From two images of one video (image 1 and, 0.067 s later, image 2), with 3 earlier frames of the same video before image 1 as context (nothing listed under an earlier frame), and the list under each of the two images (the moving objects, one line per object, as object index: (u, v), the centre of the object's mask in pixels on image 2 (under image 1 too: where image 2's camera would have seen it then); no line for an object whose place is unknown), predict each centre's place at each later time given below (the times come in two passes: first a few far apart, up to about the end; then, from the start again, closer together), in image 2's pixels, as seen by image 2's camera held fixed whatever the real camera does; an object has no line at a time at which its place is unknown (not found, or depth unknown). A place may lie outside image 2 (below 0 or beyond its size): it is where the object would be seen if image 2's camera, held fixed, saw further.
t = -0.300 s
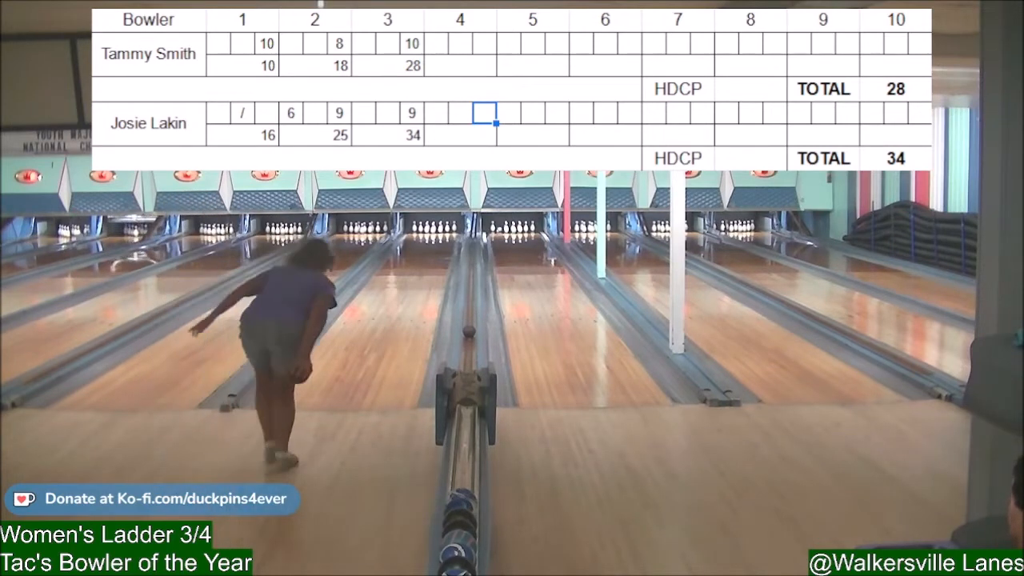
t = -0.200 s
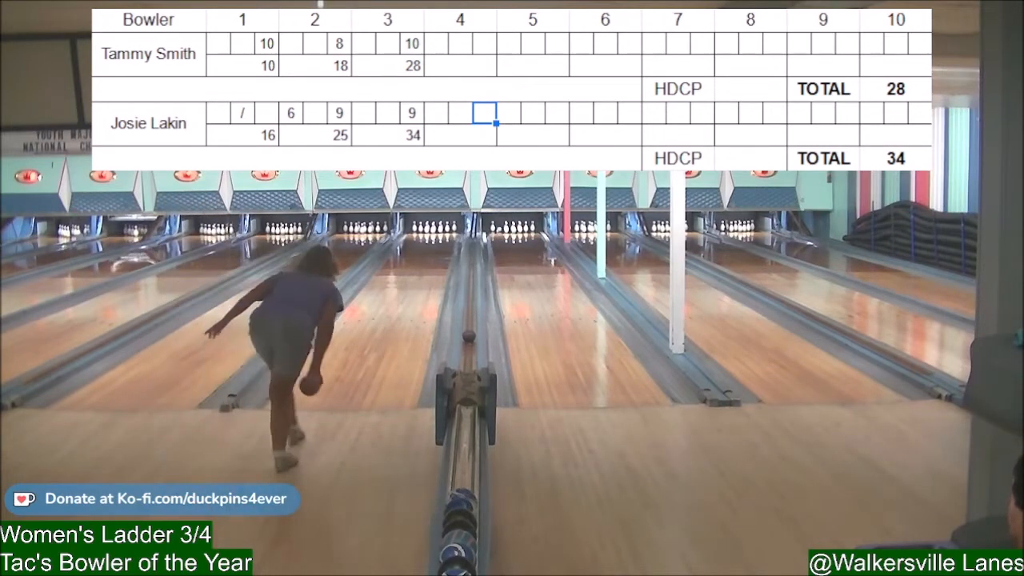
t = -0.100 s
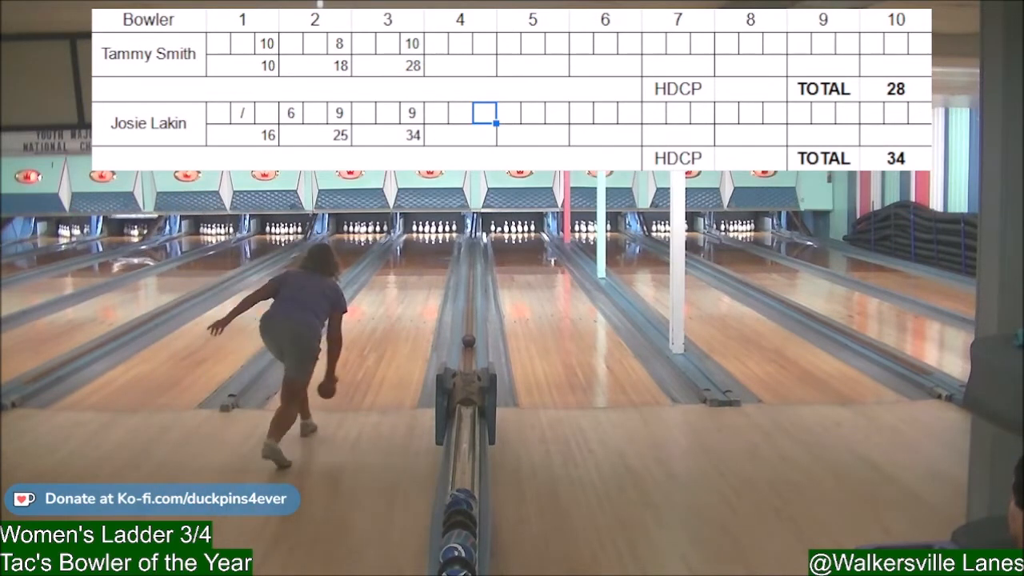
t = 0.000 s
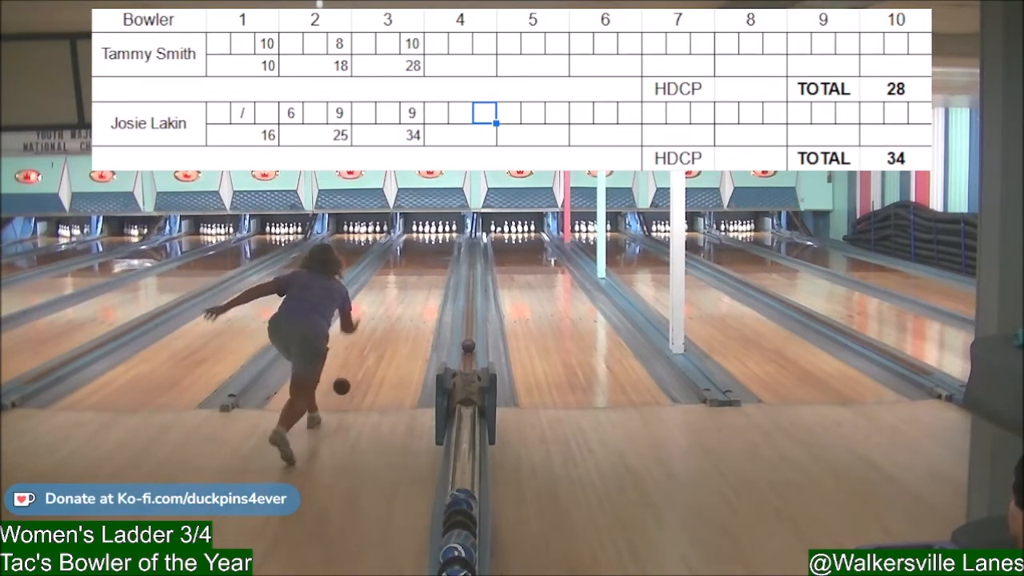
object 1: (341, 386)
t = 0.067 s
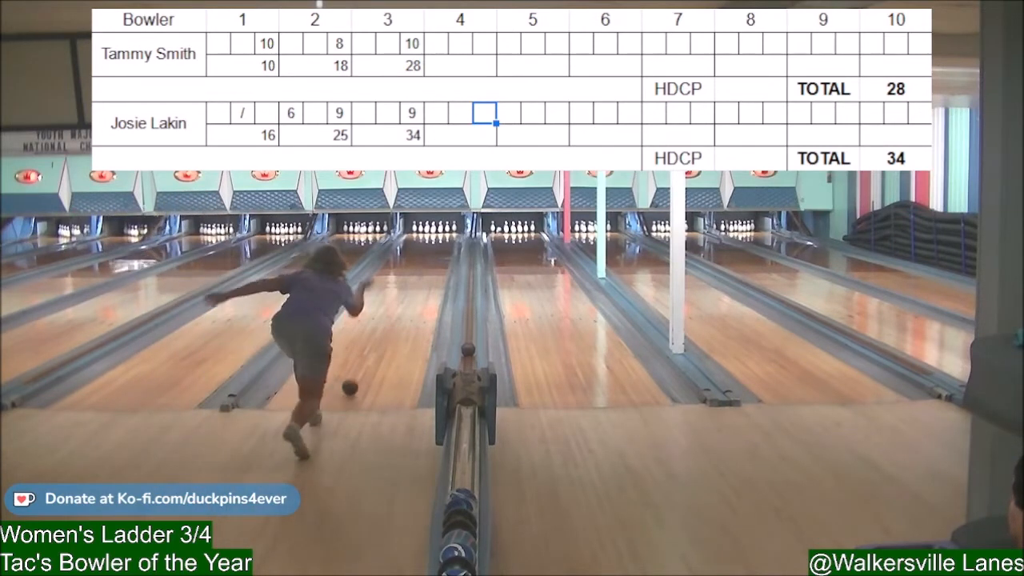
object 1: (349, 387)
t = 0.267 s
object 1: (369, 354)
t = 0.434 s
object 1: (382, 332)
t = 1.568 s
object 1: (420, 264)
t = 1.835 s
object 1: (423, 256)
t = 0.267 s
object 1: (369, 354)
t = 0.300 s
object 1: (372, 350)
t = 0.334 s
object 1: (375, 345)
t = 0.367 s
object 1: (377, 341)
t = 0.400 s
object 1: (380, 337)
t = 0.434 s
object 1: (382, 332)
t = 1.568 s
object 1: (420, 264)
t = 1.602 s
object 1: (421, 262)
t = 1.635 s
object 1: (421, 262)
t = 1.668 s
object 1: (422, 261)
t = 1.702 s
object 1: (422, 259)
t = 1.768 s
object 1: (422, 258)
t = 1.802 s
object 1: (422, 257)
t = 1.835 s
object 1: (423, 256)
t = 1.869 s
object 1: (423, 254)
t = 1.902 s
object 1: (423, 254)
